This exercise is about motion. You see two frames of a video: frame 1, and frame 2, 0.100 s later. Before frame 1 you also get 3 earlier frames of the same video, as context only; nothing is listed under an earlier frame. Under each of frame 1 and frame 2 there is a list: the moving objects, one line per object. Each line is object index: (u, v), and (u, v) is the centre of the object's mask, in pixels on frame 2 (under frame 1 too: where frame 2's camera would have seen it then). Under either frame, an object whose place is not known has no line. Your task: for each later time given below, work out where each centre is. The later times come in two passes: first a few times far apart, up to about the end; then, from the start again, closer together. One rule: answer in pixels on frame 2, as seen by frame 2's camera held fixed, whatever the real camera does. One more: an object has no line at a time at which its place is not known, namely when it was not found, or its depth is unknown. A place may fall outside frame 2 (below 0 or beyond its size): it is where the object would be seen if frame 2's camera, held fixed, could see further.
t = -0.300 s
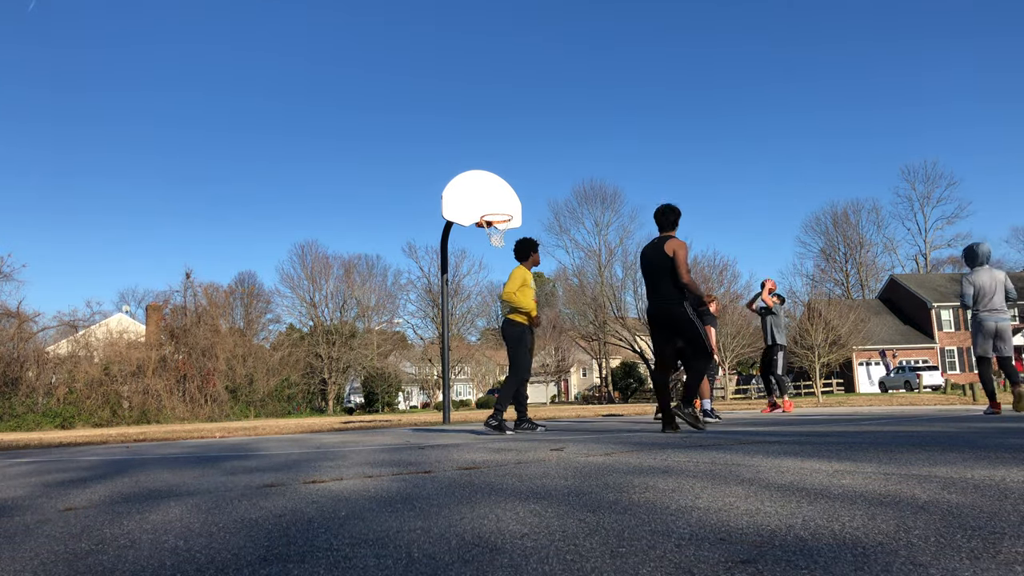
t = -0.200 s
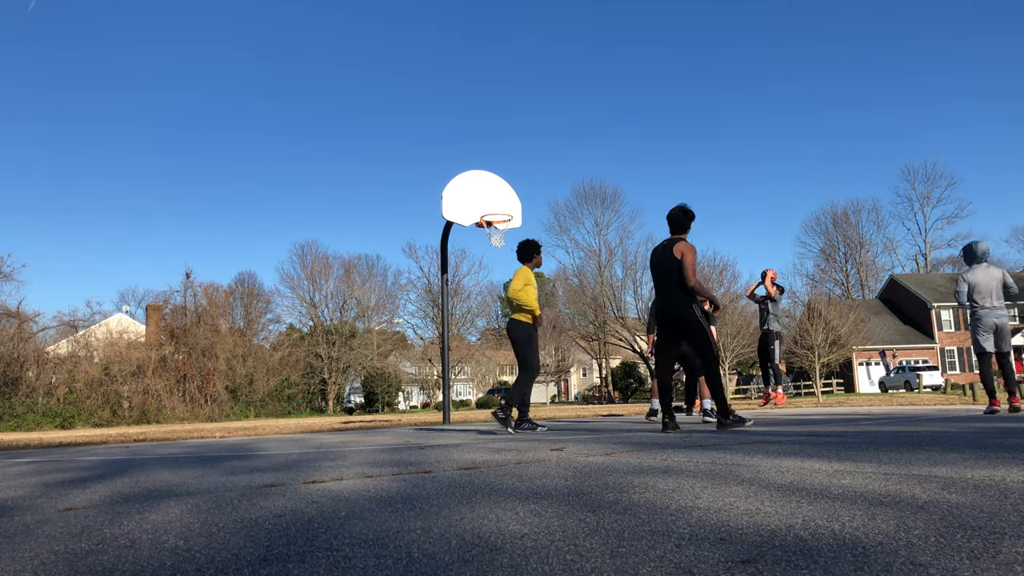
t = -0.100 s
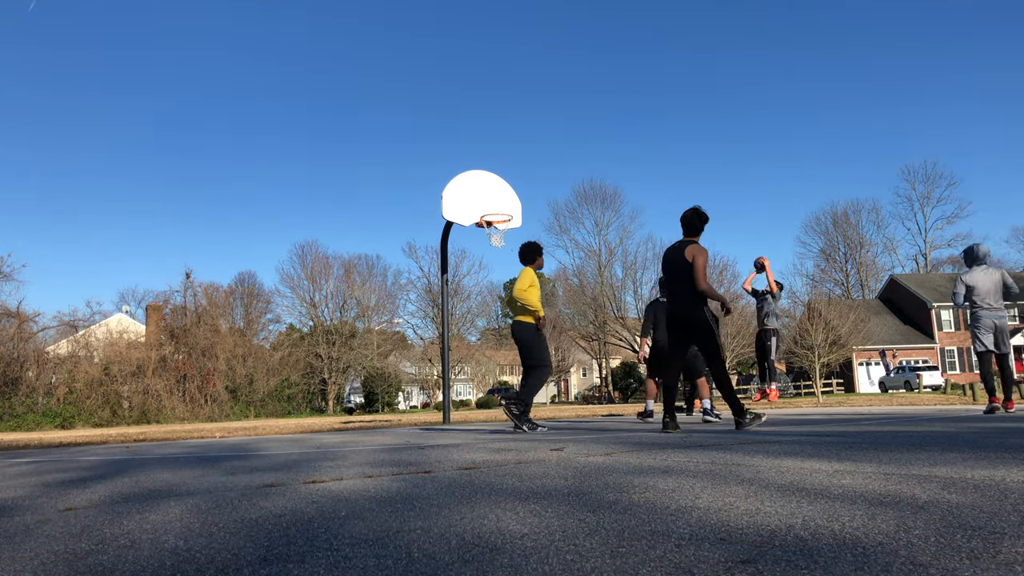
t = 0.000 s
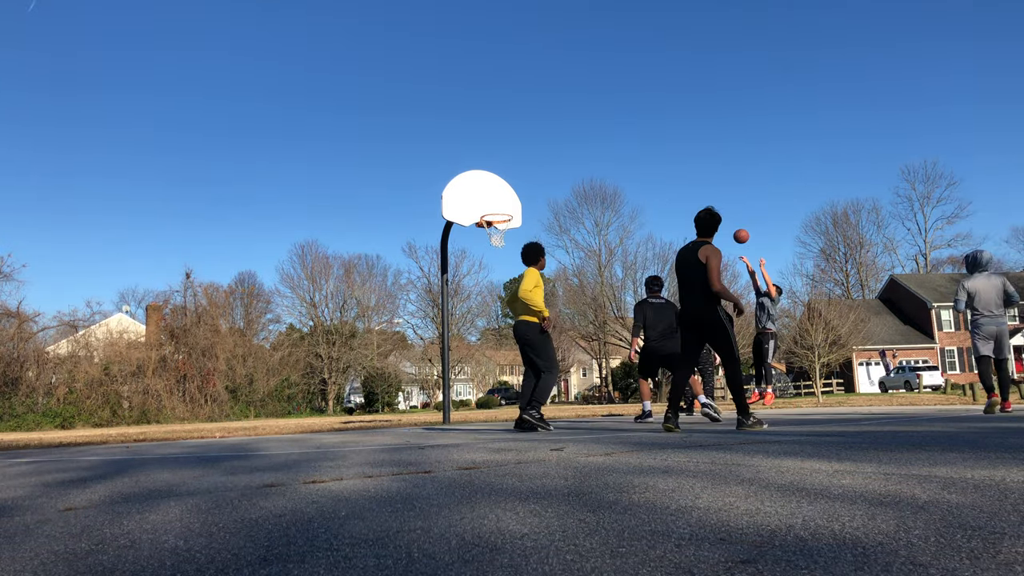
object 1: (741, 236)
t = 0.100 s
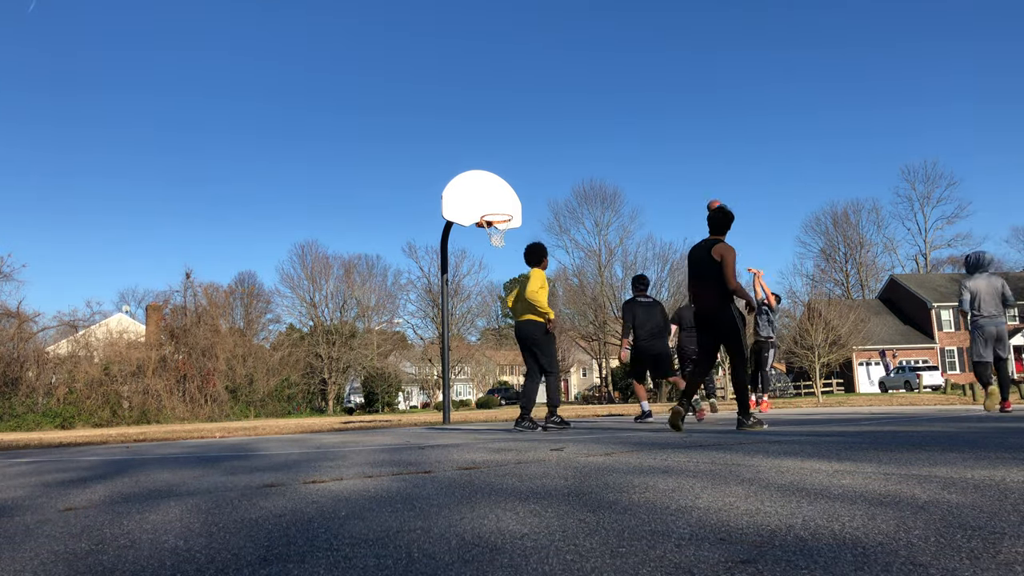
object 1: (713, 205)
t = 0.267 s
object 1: (672, 172)
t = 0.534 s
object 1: (606, 149)
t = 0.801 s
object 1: (541, 169)
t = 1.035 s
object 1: (491, 220)
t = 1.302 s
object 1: (507, 229)
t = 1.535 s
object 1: (493, 252)
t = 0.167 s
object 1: (697, 191)
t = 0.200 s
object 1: (688, 184)
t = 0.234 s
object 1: (680, 178)
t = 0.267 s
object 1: (672, 172)
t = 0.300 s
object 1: (663, 167)
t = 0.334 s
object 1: (655, 162)
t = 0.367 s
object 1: (647, 159)
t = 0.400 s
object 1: (639, 156)
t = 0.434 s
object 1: (630, 153)
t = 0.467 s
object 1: (622, 151)
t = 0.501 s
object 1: (614, 150)
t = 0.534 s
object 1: (606, 149)
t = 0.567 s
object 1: (598, 149)
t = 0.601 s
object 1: (590, 150)
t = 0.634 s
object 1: (582, 151)
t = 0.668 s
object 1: (574, 154)
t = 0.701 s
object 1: (566, 156)
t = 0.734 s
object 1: (557, 160)
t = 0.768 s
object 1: (549, 164)
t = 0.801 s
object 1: (541, 169)
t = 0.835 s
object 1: (533, 174)
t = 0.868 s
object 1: (525, 180)
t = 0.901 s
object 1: (517, 187)
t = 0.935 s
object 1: (509, 195)
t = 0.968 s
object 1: (500, 204)
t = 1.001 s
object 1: (493, 212)
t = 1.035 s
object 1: (491, 220)
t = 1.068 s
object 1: (496, 224)
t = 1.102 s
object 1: (502, 229)
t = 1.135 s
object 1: (506, 229)
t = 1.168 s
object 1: (507, 226)
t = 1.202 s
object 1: (508, 225)
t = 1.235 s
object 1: (508, 226)
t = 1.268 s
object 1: (508, 227)
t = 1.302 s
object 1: (507, 229)
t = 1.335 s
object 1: (506, 232)
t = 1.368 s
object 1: (504, 234)
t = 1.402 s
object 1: (502, 236)
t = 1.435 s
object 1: (500, 239)
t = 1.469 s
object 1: (497, 243)
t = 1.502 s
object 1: (495, 249)
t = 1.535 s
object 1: (493, 252)
